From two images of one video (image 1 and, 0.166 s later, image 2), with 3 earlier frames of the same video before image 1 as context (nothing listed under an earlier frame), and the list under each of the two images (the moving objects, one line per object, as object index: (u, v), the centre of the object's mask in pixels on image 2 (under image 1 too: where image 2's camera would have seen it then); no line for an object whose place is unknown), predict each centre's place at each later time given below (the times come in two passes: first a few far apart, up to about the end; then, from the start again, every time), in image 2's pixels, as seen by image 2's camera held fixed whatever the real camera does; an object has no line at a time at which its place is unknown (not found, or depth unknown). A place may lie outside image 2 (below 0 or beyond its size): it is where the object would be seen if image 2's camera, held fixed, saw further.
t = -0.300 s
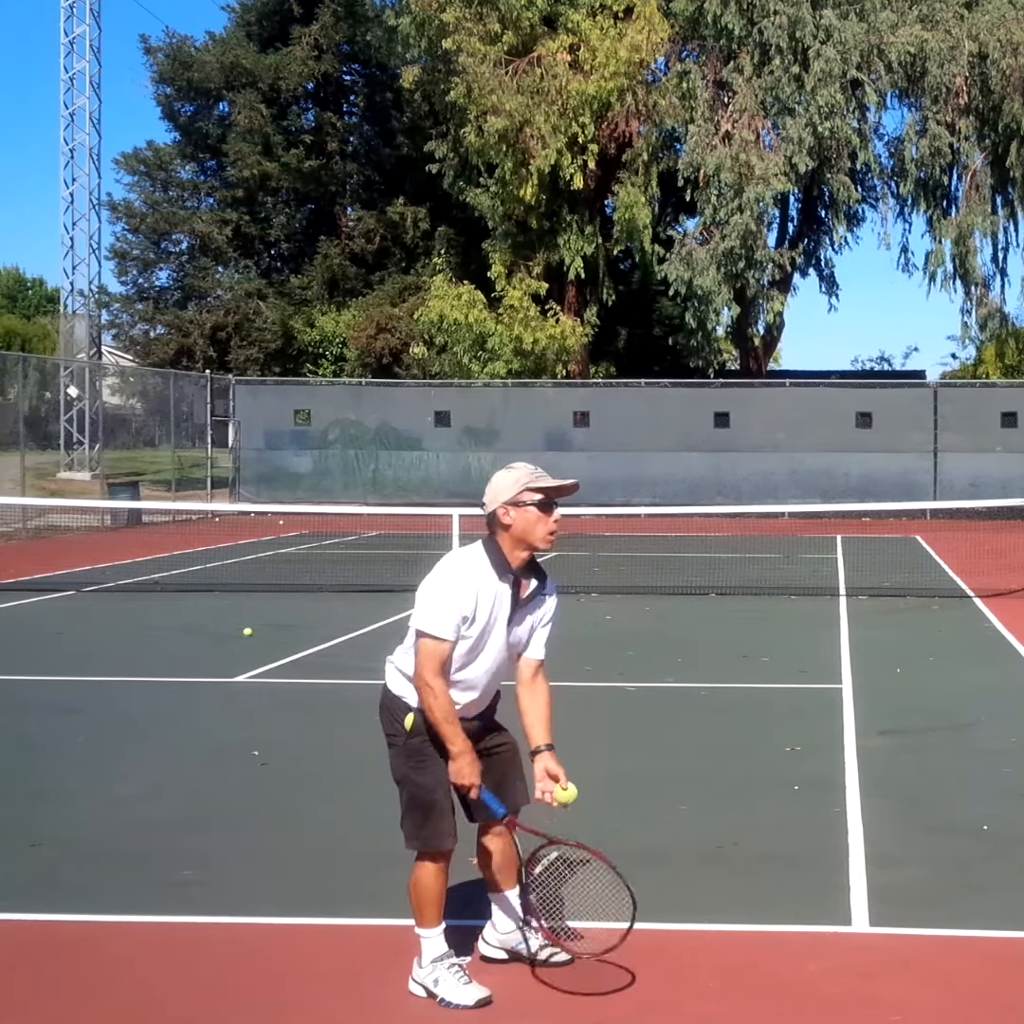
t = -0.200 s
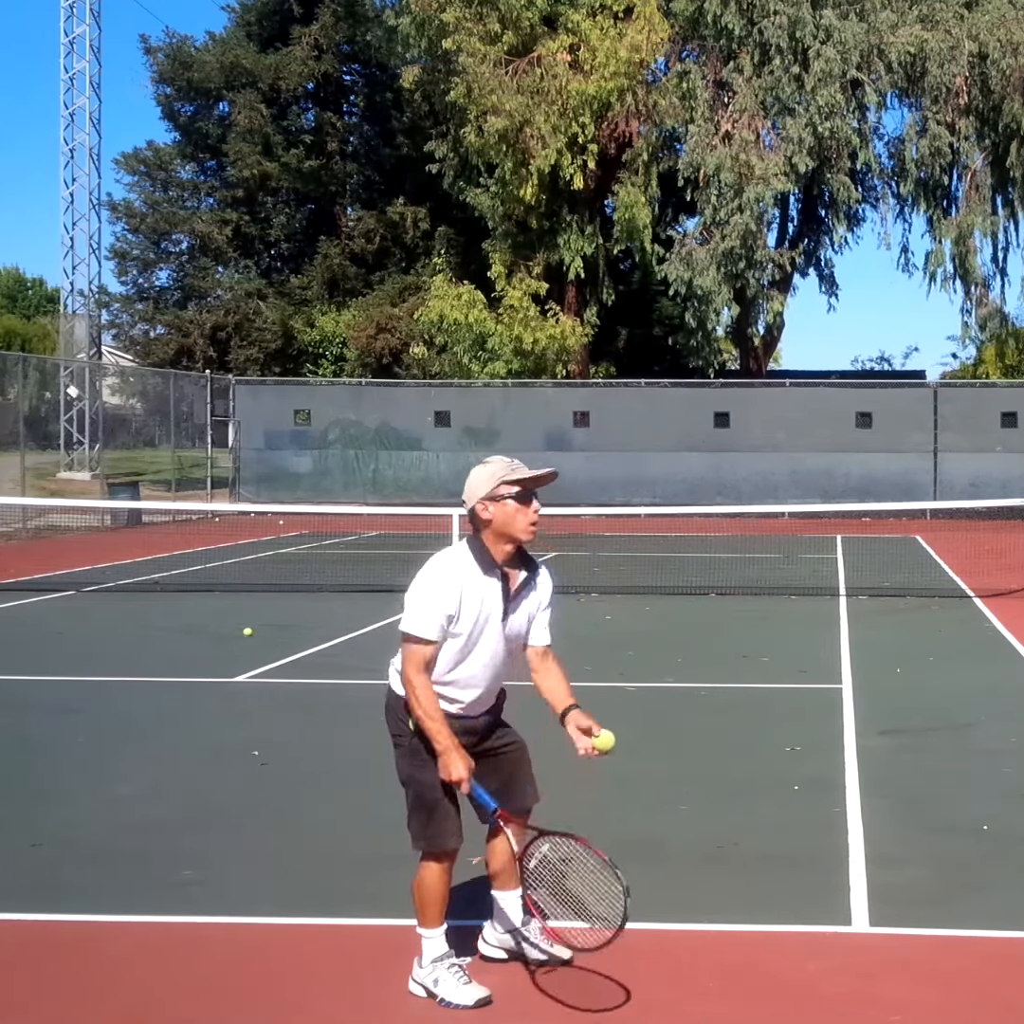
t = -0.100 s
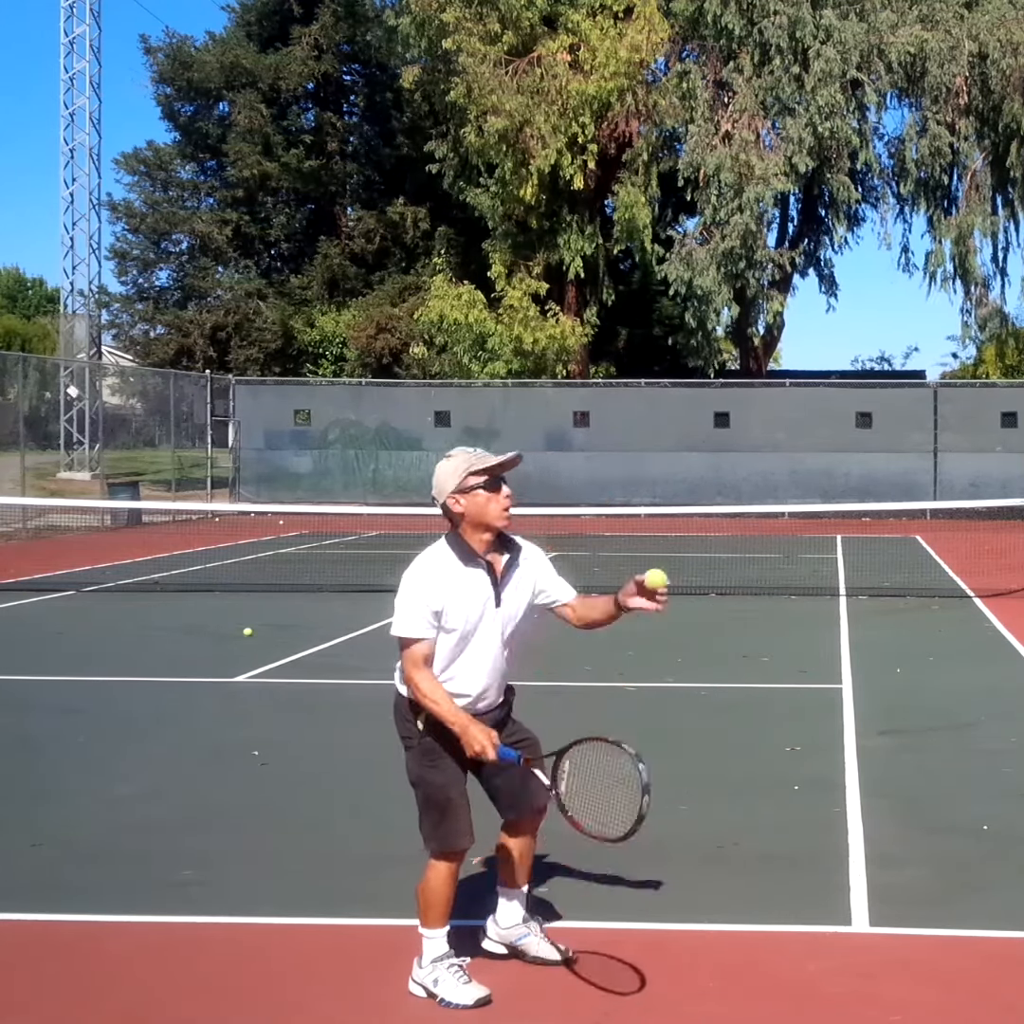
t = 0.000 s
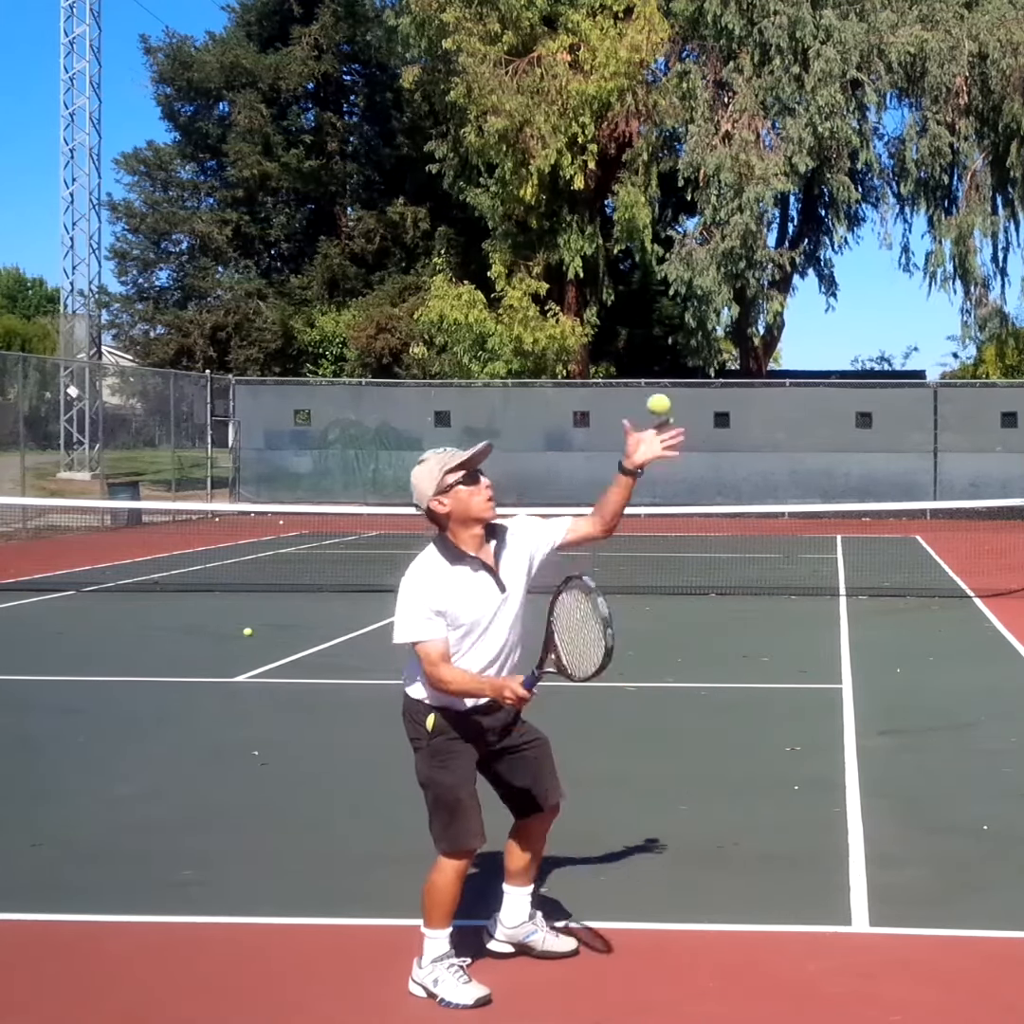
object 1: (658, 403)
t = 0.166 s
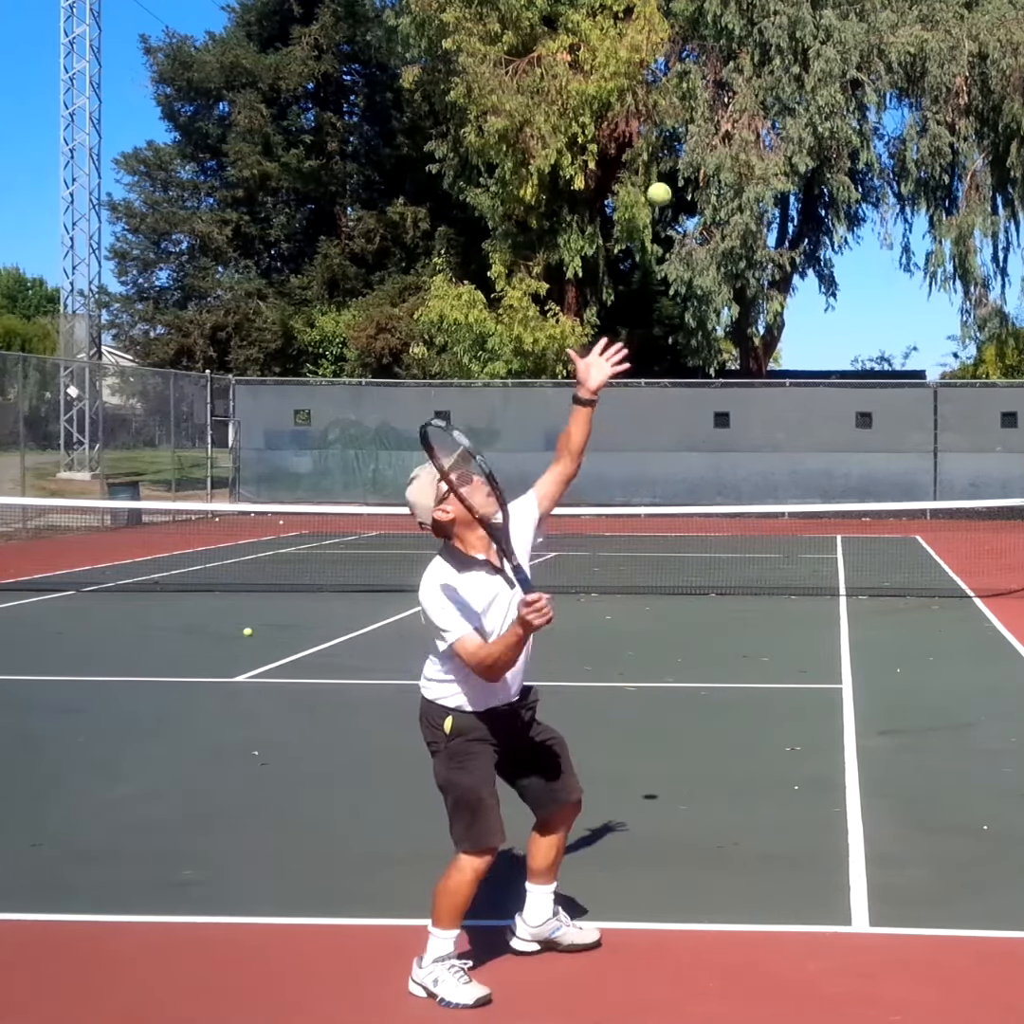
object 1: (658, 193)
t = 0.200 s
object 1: (659, 163)
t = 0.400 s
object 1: (658, 58)
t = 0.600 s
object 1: (655, 87)
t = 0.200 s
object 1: (659, 163)
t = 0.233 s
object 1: (658, 137)
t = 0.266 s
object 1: (658, 111)
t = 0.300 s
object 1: (658, 92)
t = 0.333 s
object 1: (658, 77)
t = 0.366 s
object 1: (658, 66)
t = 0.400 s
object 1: (658, 58)
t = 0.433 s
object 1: (657, 54)
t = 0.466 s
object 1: (657, 54)
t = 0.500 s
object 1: (656, 57)
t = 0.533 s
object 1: (656, 63)
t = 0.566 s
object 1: (655, 73)
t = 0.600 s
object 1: (655, 87)
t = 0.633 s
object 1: (654, 105)
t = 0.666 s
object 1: (654, 126)
